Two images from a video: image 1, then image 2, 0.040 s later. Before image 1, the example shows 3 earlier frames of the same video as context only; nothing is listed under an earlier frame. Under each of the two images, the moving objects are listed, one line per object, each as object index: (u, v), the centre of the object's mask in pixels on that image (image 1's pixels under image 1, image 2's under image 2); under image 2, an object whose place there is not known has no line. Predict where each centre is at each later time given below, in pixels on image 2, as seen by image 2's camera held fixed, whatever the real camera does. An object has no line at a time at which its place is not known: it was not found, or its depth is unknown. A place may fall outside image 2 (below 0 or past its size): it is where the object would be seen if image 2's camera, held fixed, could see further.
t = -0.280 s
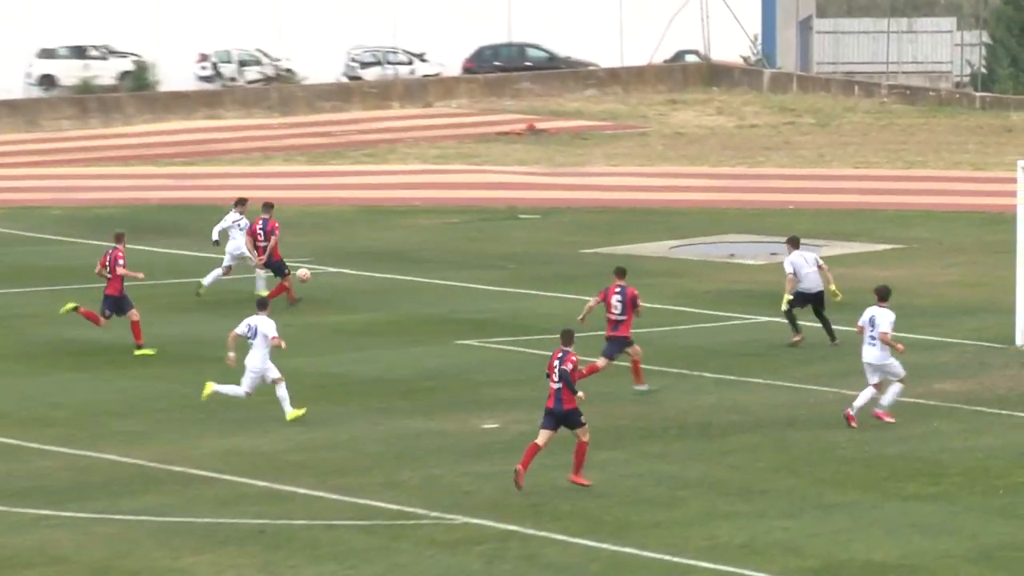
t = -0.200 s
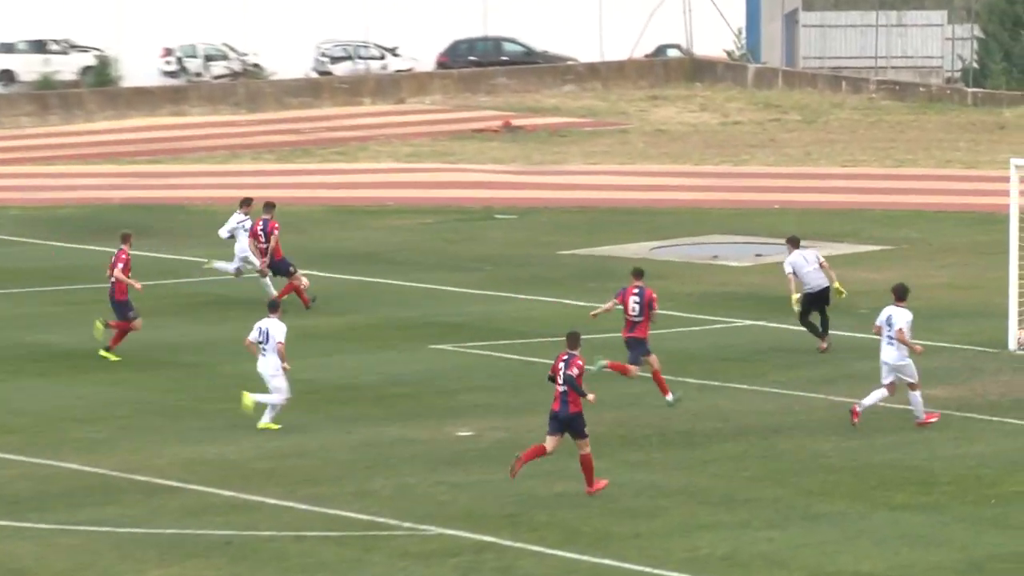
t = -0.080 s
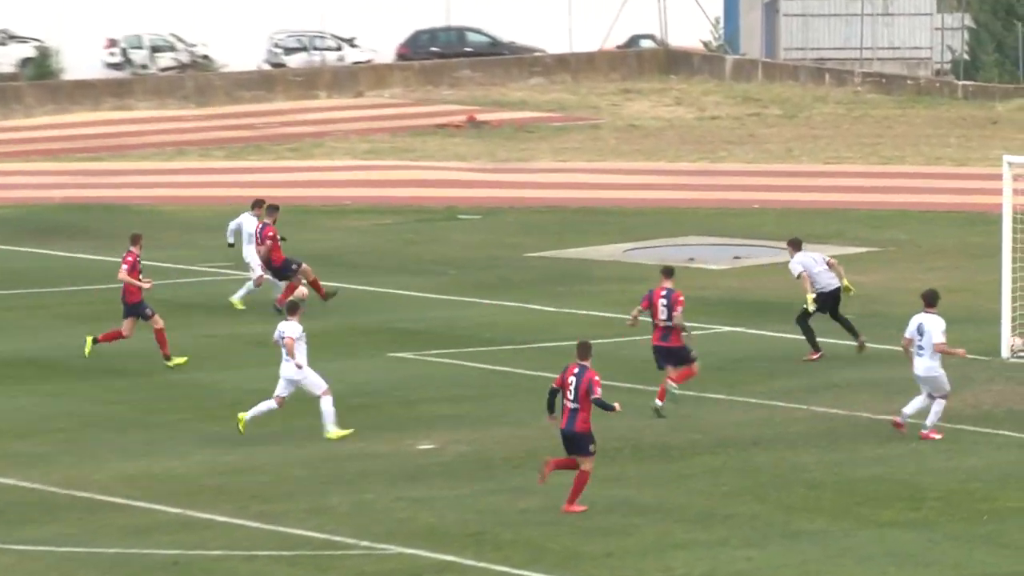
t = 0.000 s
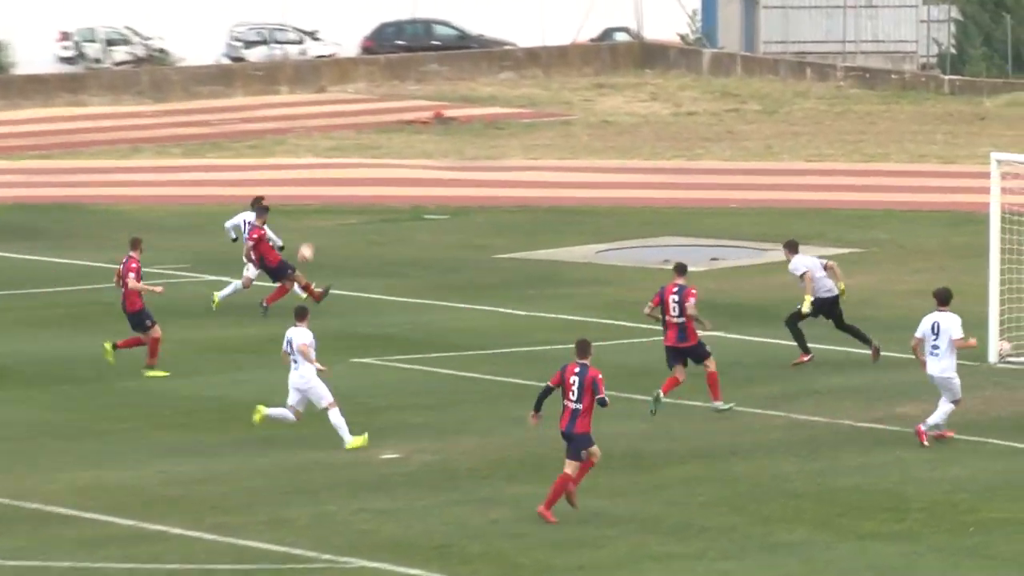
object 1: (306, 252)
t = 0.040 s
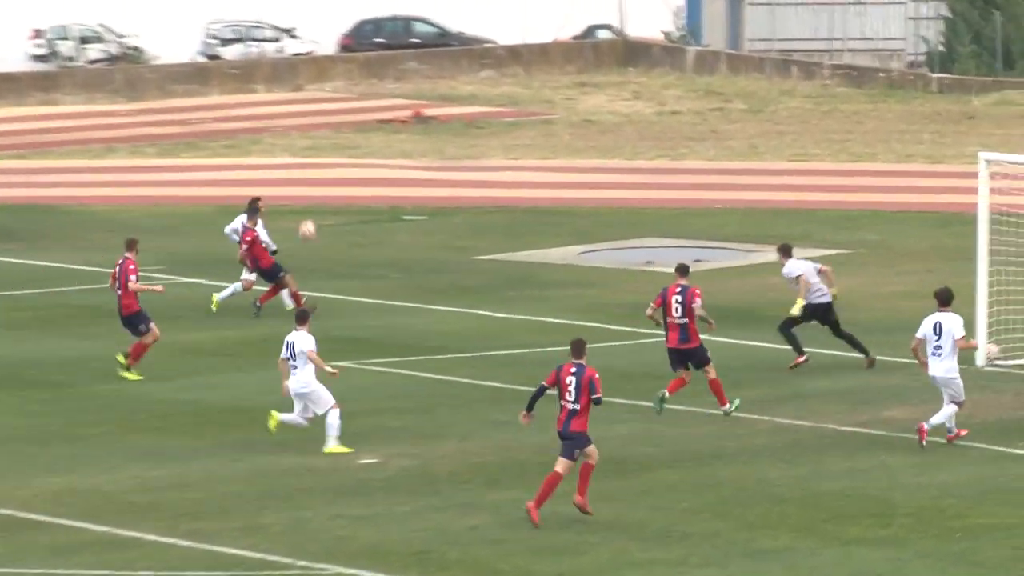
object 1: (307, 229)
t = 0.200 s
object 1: (405, 143)
